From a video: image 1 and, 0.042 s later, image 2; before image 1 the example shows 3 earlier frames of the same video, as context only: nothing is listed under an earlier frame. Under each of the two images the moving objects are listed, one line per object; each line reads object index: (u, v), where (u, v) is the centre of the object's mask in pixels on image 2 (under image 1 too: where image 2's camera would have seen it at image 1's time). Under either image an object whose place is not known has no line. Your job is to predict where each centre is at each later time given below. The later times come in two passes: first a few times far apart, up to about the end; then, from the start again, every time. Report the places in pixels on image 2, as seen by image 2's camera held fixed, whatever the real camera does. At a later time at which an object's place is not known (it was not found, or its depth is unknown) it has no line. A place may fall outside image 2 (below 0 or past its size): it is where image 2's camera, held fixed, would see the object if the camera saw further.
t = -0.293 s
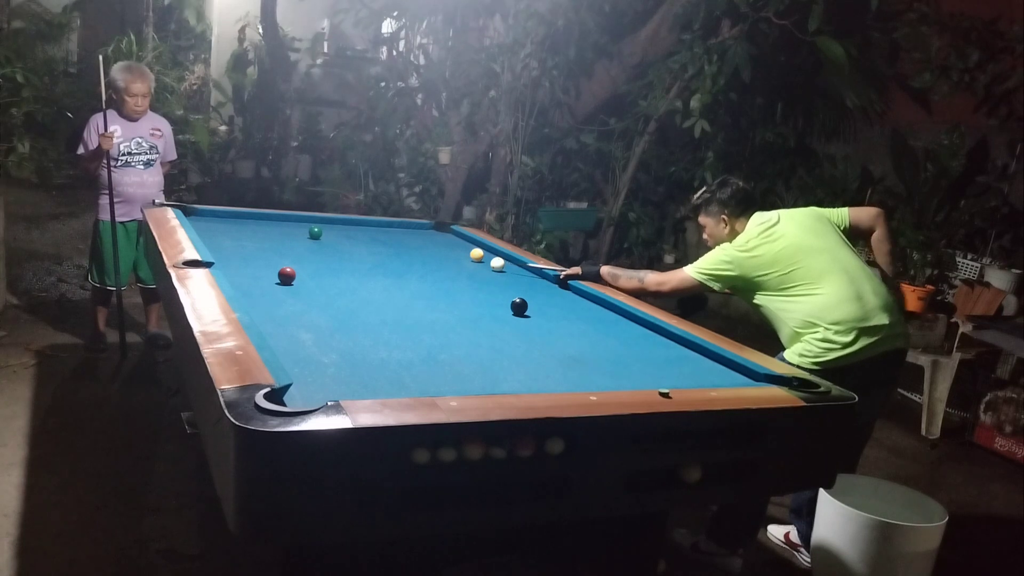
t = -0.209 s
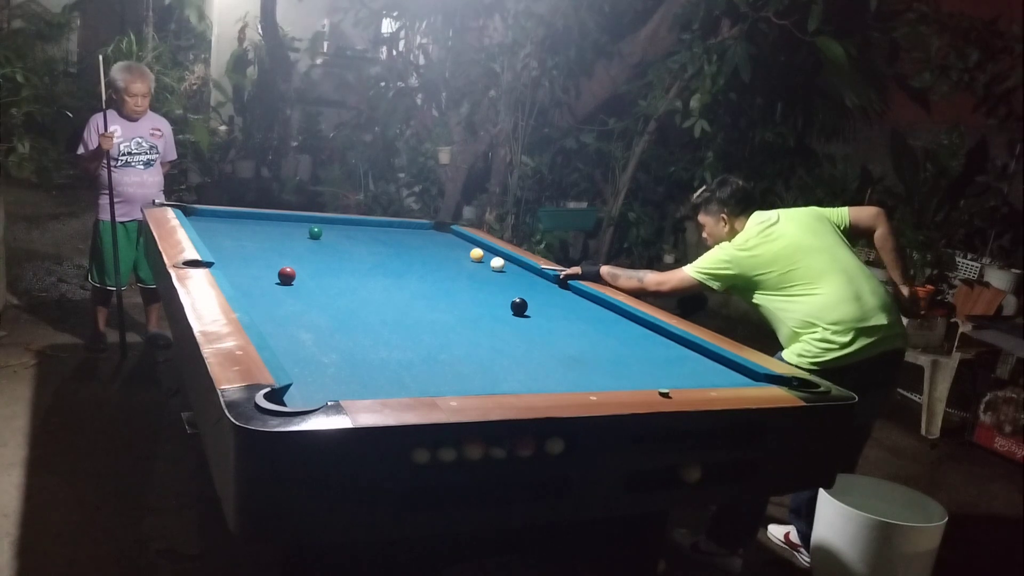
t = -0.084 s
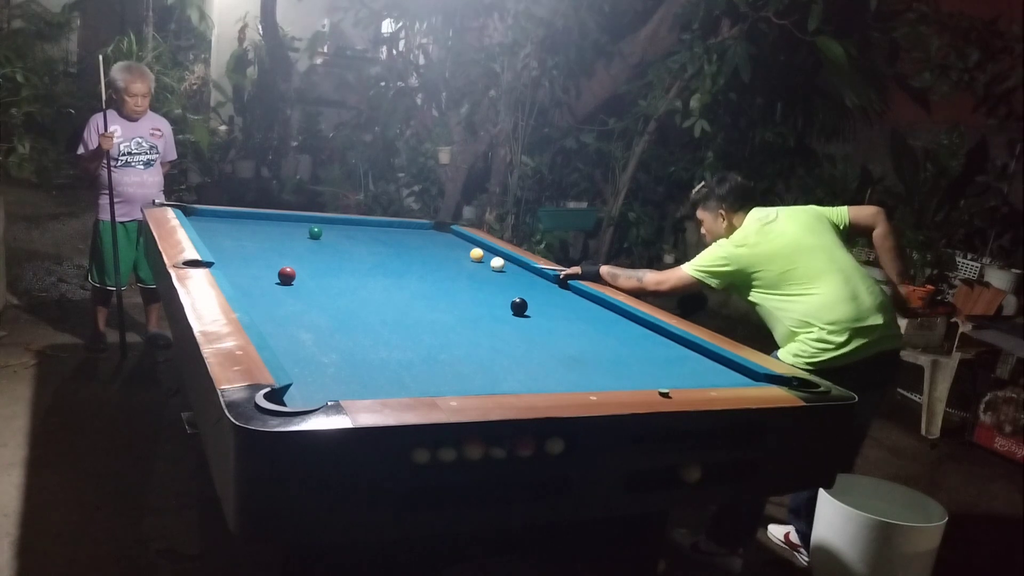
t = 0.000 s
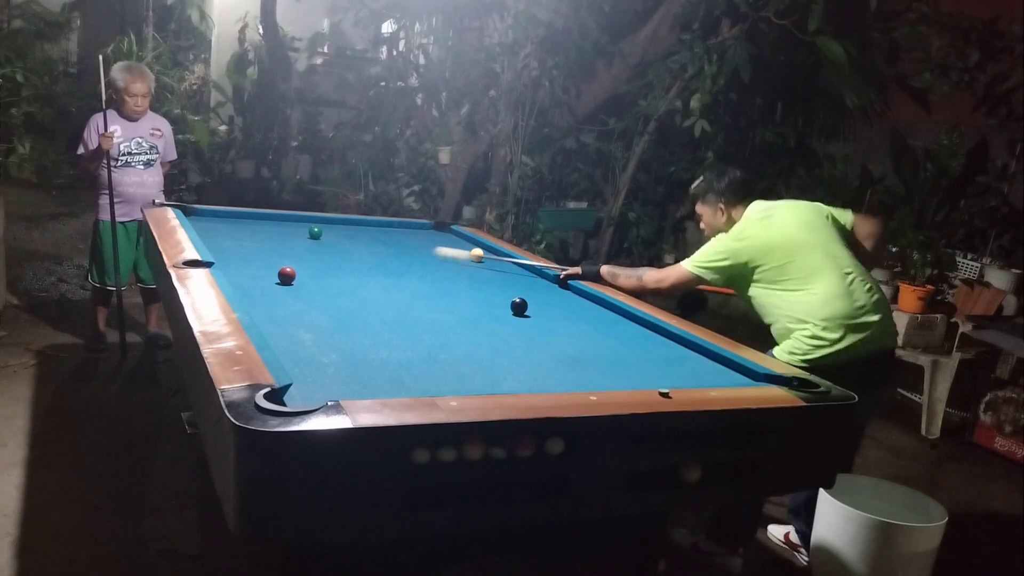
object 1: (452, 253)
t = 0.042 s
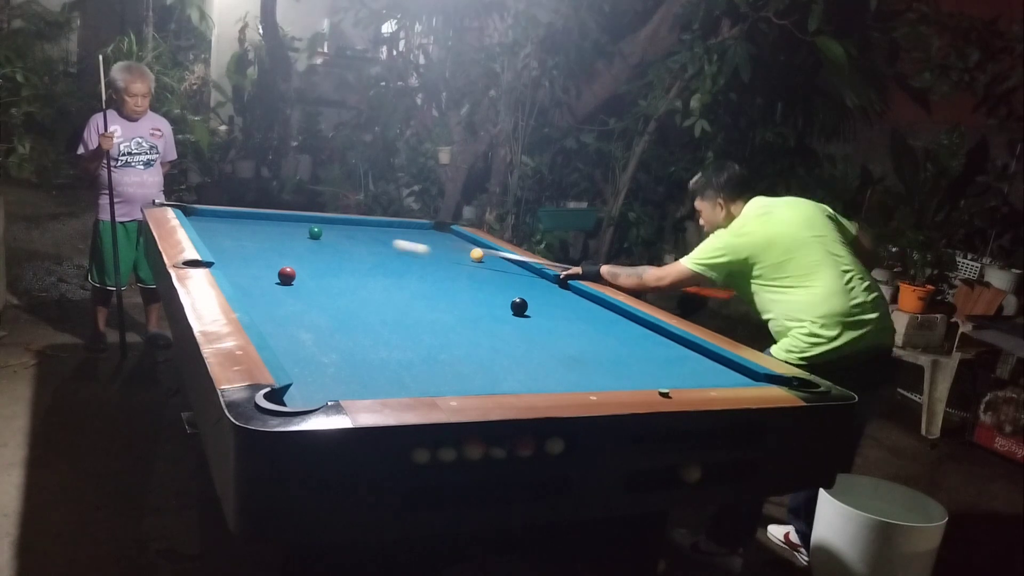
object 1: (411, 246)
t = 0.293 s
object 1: (323, 231)
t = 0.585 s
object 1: (274, 220)
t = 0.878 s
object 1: (234, 216)
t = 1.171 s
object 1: (214, 218)
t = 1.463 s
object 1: (195, 221)
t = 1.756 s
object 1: (214, 227)
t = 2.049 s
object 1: (231, 232)
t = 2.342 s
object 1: (249, 237)
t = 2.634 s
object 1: (267, 241)
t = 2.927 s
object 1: (285, 245)
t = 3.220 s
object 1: (302, 250)
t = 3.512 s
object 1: (319, 253)
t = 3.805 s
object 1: (335, 257)
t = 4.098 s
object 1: (351, 261)
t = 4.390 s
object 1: (366, 265)
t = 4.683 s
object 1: (380, 268)
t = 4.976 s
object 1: (394, 272)
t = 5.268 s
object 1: (406, 275)
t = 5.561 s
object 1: (417, 277)
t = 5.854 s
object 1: (426, 280)
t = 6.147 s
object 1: (433, 282)
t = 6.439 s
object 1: (439, 284)
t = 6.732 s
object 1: (444, 285)
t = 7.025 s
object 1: (448, 286)
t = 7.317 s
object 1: (449, 286)
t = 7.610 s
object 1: (450, 287)
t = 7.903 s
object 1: (450, 287)
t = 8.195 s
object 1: (450, 287)
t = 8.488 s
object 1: (450, 287)
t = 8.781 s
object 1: (450, 287)
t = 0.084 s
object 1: (369, 240)
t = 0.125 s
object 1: (334, 234)
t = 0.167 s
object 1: (328, 233)
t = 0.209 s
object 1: (327, 233)
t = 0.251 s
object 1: (325, 232)
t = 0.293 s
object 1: (323, 231)
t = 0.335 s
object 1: (319, 230)
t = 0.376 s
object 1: (314, 229)
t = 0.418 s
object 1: (307, 227)
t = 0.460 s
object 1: (300, 225)
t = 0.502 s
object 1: (292, 224)
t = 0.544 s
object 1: (283, 222)
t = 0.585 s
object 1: (274, 220)
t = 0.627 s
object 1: (264, 218)
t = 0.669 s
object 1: (255, 215)
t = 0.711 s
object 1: (246, 214)
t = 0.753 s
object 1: (243, 215)
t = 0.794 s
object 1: (240, 215)
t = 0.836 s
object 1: (237, 215)
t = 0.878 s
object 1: (234, 216)
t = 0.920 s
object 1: (231, 216)
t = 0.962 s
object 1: (229, 216)
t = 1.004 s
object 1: (226, 217)
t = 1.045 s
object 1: (223, 217)
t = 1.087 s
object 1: (220, 217)
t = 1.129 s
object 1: (217, 218)
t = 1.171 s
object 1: (214, 218)
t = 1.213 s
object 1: (211, 219)
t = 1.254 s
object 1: (209, 219)
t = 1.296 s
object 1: (206, 219)
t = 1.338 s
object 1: (203, 220)
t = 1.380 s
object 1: (200, 220)
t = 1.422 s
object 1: (197, 221)
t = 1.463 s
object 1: (195, 221)
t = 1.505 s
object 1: (197, 222)
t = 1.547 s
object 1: (198, 223)
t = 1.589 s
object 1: (201, 223)
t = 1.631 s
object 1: (204, 224)
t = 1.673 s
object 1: (208, 225)
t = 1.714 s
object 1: (211, 226)
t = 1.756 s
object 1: (214, 227)
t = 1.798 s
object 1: (216, 227)
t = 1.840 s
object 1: (218, 228)
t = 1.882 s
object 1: (221, 229)
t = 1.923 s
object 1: (224, 229)
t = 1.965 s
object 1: (226, 230)
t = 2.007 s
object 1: (229, 231)
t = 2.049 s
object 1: (231, 232)
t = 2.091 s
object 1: (234, 233)
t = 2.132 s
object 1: (237, 233)
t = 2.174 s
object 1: (239, 234)
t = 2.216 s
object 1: (242, 234)
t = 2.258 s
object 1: (244, 235)
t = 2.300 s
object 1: (247, 236)
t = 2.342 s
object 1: (249, 237)
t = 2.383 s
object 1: (252, 237)
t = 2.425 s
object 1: (254, 238)
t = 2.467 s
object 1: (257, 239)
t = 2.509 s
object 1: (259, 239)
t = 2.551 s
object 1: (262, 240)
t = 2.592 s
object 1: (265, 240)
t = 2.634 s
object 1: (267, 241)
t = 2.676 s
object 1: (270, 242)
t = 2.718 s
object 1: (272, 242)
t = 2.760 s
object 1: (275, 243)
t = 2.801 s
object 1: (277, 244)
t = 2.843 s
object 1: (280, 244)
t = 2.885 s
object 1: (282, 245)
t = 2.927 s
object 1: (285, 245)
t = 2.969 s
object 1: (287, 246)
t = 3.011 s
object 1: (290, 247)
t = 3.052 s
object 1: (292, 247)
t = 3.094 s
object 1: (295, 248)
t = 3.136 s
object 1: (297, 248)
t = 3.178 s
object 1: (299, 249)
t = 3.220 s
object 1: (302, 250)
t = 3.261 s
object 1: (304, 250)
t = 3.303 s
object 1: (307, 251)
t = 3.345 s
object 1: (309, 251)
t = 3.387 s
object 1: (312, 252)
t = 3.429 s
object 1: (314, 252)
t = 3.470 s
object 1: (316, 253)
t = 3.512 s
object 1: (319, 253)
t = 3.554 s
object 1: (321, 254)
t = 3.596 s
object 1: (323, 254)
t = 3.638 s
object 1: (326, 255)
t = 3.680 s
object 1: (328, 256)
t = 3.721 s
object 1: (330, 256)
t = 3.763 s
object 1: (333, 257)
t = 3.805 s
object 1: (335, 257)
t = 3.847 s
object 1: (337, 258)
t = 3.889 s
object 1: (340, 259)
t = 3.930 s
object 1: (342, 259)
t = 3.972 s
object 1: (344, 260)
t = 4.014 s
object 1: (346, 260)
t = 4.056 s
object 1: (348, 260)
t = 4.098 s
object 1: (351, 261)
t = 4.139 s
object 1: (353, 262)
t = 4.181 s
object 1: (355, 262)
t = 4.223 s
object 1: (357, 263)
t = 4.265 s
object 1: (359, 263)
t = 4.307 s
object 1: (361, 264)
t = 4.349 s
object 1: (364, 264)
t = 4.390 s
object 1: (366, 265)
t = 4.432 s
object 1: (368, 265)
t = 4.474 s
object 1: (370, 266)
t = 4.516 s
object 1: (372, 266)
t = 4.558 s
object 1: (374, 267)
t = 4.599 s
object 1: (376, 267)
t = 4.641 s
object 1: (378, 267)
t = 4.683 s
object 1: (380, 268)
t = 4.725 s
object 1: (382, 269)
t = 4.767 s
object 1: (385, 269)
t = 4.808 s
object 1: (387, 270)
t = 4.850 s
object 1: (389, 271)
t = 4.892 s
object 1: (391, 271)
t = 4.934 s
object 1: (393, 271)
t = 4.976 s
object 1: (394, 272)
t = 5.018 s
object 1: (396, 272)
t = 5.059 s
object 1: (398, 273)
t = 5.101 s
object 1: (400, 273)
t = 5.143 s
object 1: (401, 273)
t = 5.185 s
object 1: (403, 274)
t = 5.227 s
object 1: (405, 274)
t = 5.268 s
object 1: (406, 275)
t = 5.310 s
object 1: (408, 275)
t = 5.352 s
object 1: (409, 275)
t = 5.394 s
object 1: (411, 276)
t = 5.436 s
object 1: (412, 276)
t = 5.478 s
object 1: (414, 276)
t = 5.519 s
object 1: (415, 277)
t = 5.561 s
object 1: (417, 277)
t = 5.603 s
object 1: (418, 278)
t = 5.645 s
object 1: (419, 278)
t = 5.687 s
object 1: (421, 278)
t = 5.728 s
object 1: (422, 279)
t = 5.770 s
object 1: (423, 279)
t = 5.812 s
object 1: (425, 280)
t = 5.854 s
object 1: (426, 280)
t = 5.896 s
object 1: (427, 280)
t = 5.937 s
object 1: (428, 281)
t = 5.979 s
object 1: (429, 281)
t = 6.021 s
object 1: (430, 281)
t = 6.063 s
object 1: (431, 281)
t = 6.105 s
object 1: (432, 282)
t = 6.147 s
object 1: (433, 282)
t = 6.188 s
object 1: (434, 282)
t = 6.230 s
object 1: (435, 282)
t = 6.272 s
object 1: (436, 283)
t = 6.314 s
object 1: (437, 283)
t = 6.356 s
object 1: (438, 283)
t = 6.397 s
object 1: (438, 283)
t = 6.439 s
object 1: (439, 284)
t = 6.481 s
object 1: (440, 284)
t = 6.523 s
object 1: (441, 284)
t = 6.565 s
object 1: (442, 284)
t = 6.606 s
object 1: (442, 284)
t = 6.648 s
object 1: (443, 284)
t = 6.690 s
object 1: (443, 285)
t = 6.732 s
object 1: (444, 285)
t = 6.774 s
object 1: (445, 285)
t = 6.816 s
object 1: (445, 285)
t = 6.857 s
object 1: (446, 285)
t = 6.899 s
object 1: (446, 285)
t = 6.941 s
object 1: (447, 286)
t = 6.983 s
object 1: (447, 286)
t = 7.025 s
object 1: (448, 286)
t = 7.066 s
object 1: (448, 286)
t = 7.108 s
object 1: (449, 286)
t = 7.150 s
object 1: (449, 286)
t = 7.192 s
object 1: (449, 286)
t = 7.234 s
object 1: (449, 286)
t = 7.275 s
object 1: (449, 286)
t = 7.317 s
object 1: (449, 286)
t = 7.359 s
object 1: (450, 287)
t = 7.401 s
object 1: (450, 287)
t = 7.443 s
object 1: (450, 287)
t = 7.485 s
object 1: (450, 287)
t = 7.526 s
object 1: (450, 287)
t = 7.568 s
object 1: (450, 287)
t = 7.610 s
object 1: (450, 287)
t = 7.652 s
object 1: (450, 287)
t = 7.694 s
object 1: (450, 287)
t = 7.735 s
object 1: (450, 287)
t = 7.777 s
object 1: (450, 287)
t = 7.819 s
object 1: (450, 287)
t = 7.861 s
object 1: (450, 287)
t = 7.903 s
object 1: (450, 287)
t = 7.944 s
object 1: (450, 287)
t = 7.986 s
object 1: (450, 287)
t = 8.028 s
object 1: (450, 287)
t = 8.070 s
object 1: (450, 287)
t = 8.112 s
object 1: (450, 287)
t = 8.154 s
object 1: (450, 287)
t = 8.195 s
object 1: (450, 287)
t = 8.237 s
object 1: (450, 287)
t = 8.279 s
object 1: (450, 287)
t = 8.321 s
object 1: (450, 287)
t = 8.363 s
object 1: (450, 287)
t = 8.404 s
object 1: (450, 287)
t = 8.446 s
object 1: (450, 287)
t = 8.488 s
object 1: (450, 287)
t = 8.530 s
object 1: (450, 287)
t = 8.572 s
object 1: (450, 287)
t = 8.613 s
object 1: (450, 287)
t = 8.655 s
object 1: (450, 287)
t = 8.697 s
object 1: (450, 287)
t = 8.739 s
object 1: (450, 287)
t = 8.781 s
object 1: (450, 287)
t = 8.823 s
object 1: (450, 287)
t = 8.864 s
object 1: (450, 287)
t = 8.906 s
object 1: (450, 287)
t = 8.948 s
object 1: (450, 287)
